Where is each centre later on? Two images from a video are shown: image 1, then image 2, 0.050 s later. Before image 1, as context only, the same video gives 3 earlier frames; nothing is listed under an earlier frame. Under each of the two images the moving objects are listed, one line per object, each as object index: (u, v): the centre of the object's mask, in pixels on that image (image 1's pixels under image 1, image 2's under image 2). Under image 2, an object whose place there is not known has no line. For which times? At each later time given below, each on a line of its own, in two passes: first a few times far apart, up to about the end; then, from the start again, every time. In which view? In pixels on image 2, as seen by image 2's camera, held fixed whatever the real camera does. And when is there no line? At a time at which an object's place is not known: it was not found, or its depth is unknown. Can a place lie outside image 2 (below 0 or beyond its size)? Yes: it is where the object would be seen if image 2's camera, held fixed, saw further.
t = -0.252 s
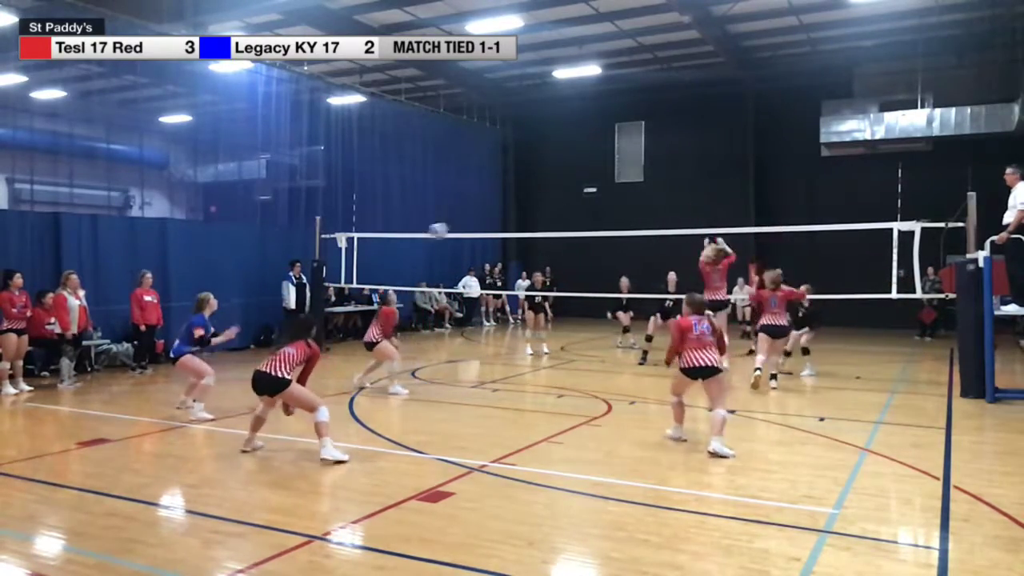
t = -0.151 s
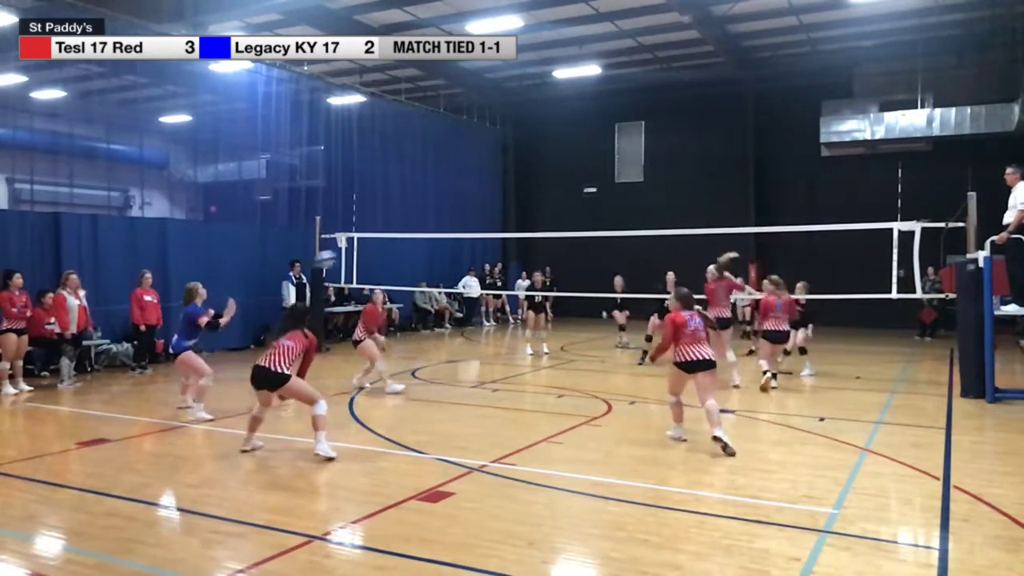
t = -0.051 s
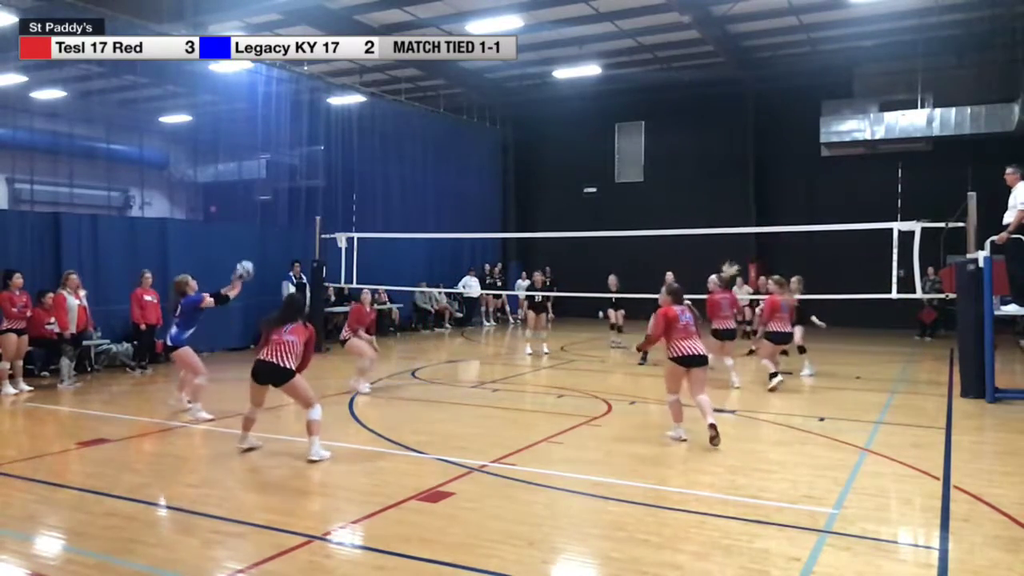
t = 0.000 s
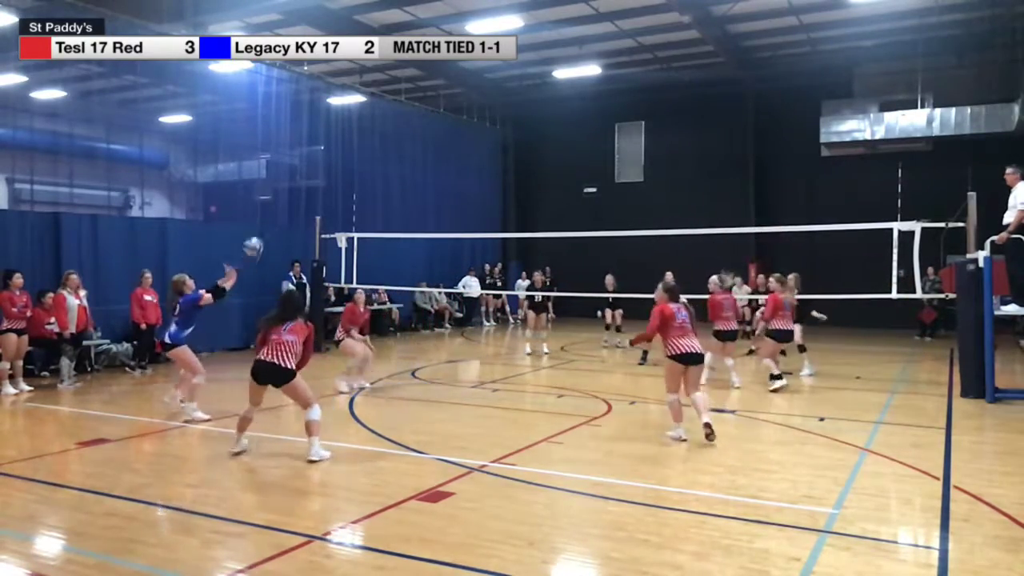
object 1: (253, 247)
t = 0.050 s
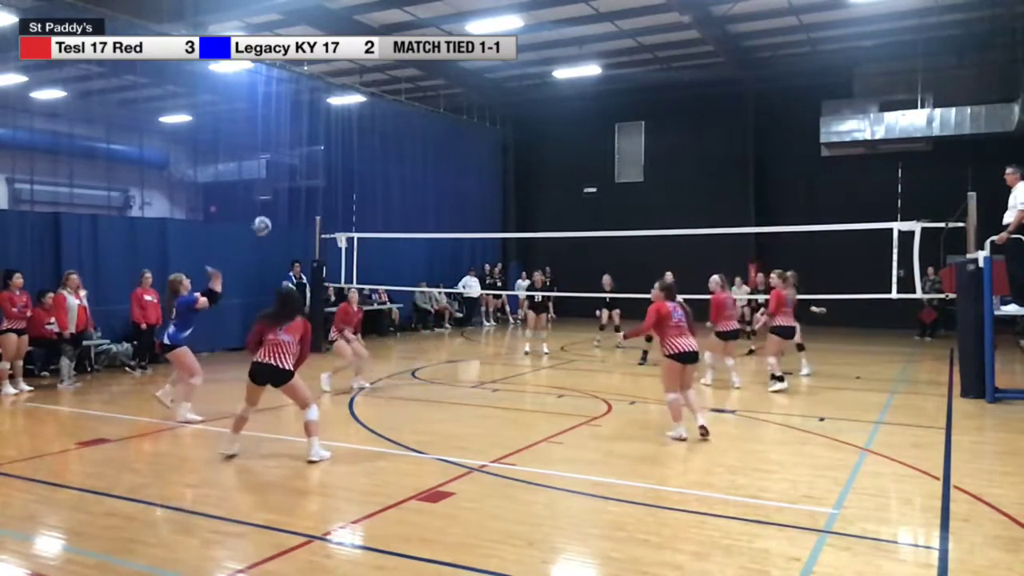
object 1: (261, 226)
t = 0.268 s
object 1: (299, 160)
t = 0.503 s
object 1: (339, 136)
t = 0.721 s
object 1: (379, 156)
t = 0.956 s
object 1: (420, 224)
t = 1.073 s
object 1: (440, 275)
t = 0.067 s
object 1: (265, 219)
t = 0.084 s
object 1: (267, 213)
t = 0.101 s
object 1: (270, 207)
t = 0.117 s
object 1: (272, 201)
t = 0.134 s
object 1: (275, 196)
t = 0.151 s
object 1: (278, 191)
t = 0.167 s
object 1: (281, 186)
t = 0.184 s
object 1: (284, 181)
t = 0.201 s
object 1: (288, 176)
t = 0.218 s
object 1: (291, 172)
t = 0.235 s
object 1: (294, 168)
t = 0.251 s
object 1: (297, 164)
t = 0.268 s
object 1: (299, 160)
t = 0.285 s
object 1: (302, 157)
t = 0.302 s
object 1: (305, 154)
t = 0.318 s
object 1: (308, 150)
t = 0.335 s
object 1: (311, 148)
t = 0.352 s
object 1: (314, 146)
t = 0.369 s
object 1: (316, 144)
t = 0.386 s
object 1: (319, 142)
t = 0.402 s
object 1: (322, 140)
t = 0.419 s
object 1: (325, 139)
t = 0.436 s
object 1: (328, 138)
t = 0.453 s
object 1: (331, 137)
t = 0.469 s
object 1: (334, 137)
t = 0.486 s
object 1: (337, 136)
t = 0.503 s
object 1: (339, 136)
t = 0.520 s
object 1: (343, 136)
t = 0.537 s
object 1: (346, 136)
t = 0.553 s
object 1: (348, 137)
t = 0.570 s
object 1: (351, 138)
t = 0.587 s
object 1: (354, 139)
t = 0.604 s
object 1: (357, 140)
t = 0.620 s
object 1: (361, 142)
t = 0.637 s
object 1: (364, 143)
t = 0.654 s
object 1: (367, 145)
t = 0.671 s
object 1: (369, 148)
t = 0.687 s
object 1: (372, 150)
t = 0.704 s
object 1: (375, 153)
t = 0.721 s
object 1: (379, 156)
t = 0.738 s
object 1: (381, 159)
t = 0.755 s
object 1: (385, 163)
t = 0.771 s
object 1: (387, 167)
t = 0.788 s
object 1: (390, 170)
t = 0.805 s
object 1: (393, 175)
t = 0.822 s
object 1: (396, 180)
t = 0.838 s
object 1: (399, 184)
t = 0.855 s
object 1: (402, 189)
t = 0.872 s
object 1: (405, 194)
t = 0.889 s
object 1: (408, 200)
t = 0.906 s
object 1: (411, 206)
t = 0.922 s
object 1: (414, 212)
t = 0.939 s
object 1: (417, 218)
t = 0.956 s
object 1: (420, 224)
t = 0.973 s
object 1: (422, 231)
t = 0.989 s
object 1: (425, 238)
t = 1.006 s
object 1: (428, 246)
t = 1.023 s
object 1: (431, 253)
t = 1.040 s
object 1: (434, 260)
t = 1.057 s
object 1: (437, 267)
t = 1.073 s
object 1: (440, 275)
